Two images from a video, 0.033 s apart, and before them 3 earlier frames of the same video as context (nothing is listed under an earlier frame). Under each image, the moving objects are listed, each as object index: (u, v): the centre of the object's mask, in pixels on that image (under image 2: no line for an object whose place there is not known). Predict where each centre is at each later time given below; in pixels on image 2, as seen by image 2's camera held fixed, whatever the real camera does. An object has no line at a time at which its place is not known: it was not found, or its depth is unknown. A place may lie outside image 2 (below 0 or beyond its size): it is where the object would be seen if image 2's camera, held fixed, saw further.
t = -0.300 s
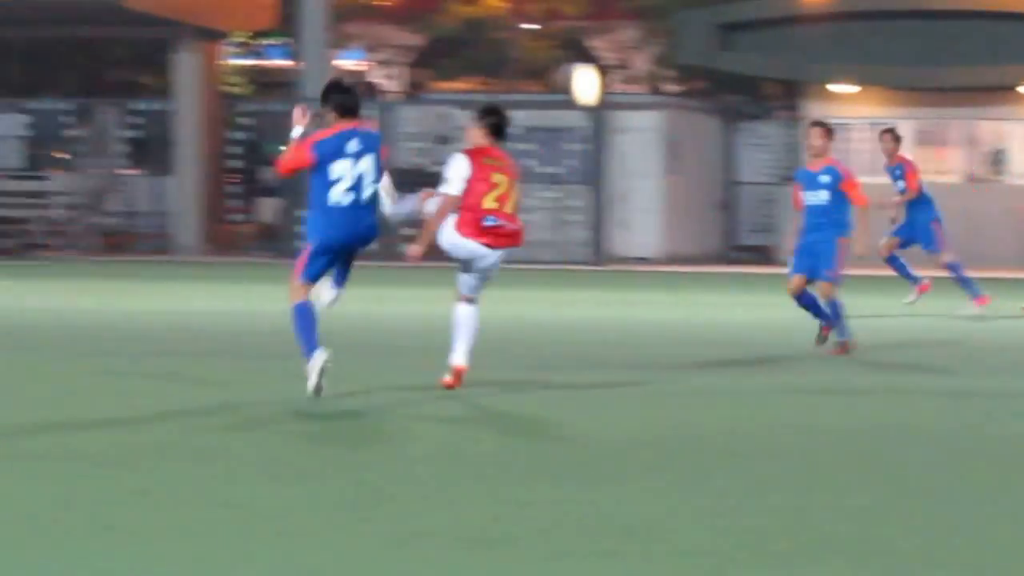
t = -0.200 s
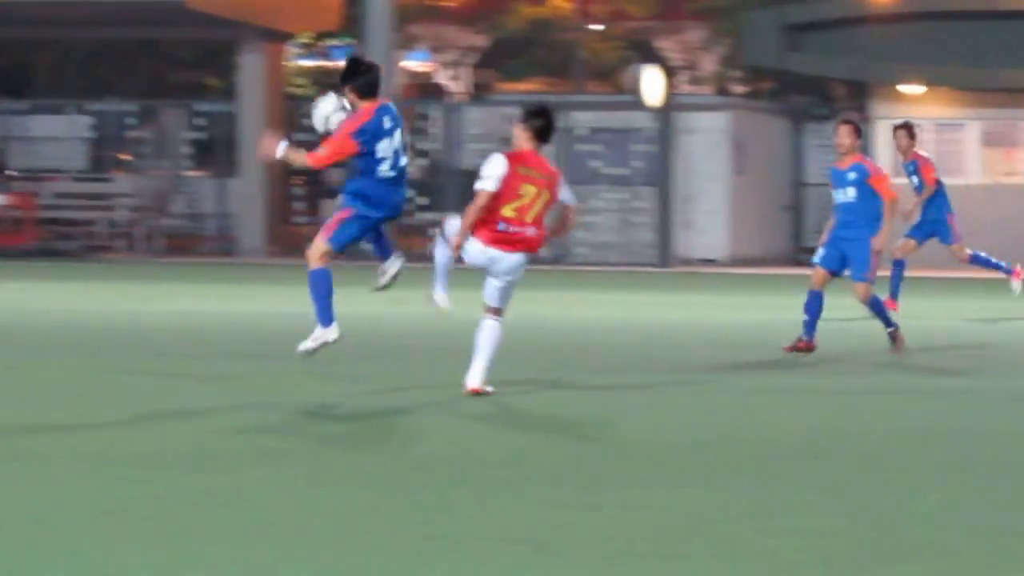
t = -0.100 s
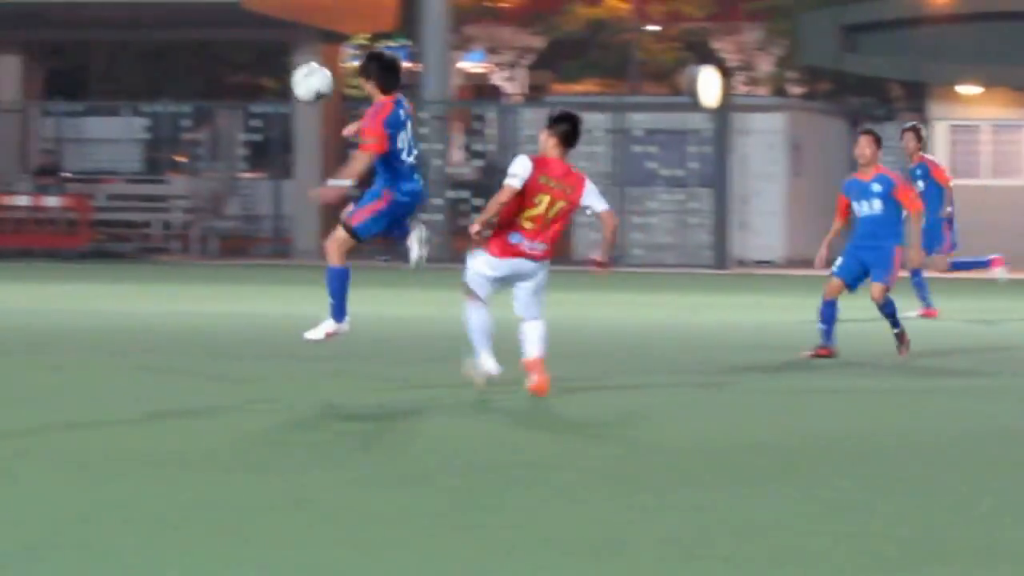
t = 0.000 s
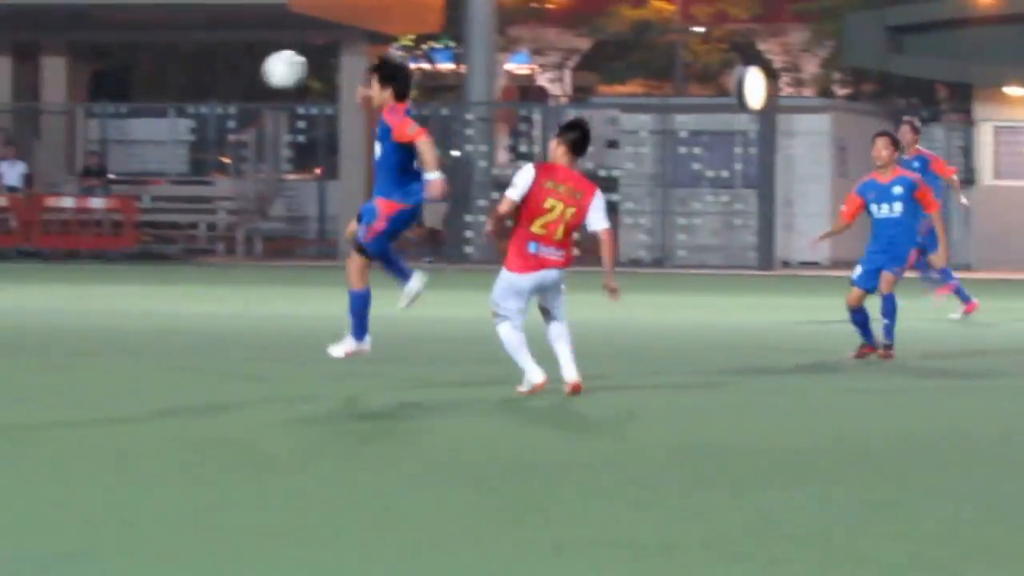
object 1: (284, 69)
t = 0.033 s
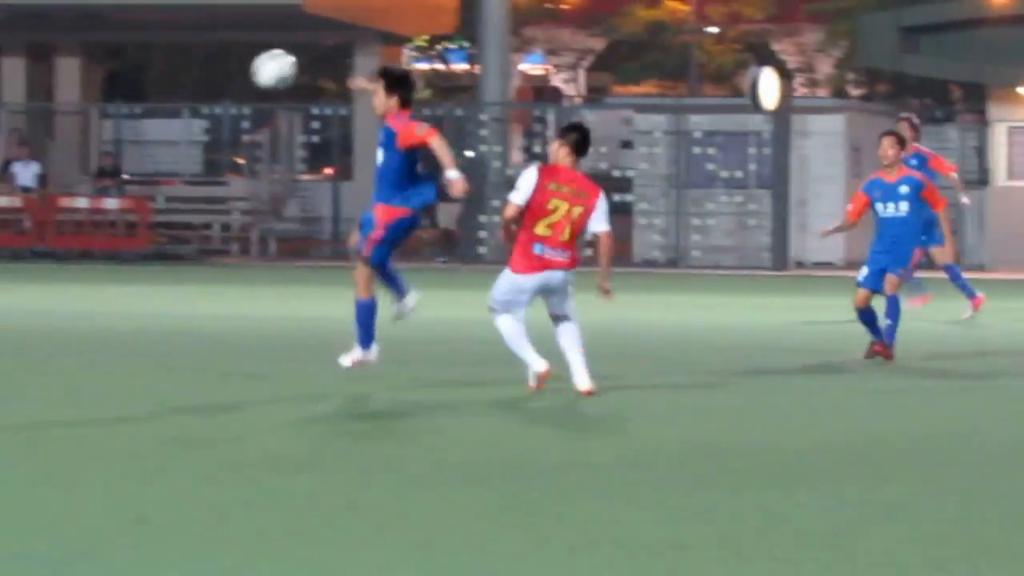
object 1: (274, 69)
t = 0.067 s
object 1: (250, 70)
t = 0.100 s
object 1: (225, 74)
